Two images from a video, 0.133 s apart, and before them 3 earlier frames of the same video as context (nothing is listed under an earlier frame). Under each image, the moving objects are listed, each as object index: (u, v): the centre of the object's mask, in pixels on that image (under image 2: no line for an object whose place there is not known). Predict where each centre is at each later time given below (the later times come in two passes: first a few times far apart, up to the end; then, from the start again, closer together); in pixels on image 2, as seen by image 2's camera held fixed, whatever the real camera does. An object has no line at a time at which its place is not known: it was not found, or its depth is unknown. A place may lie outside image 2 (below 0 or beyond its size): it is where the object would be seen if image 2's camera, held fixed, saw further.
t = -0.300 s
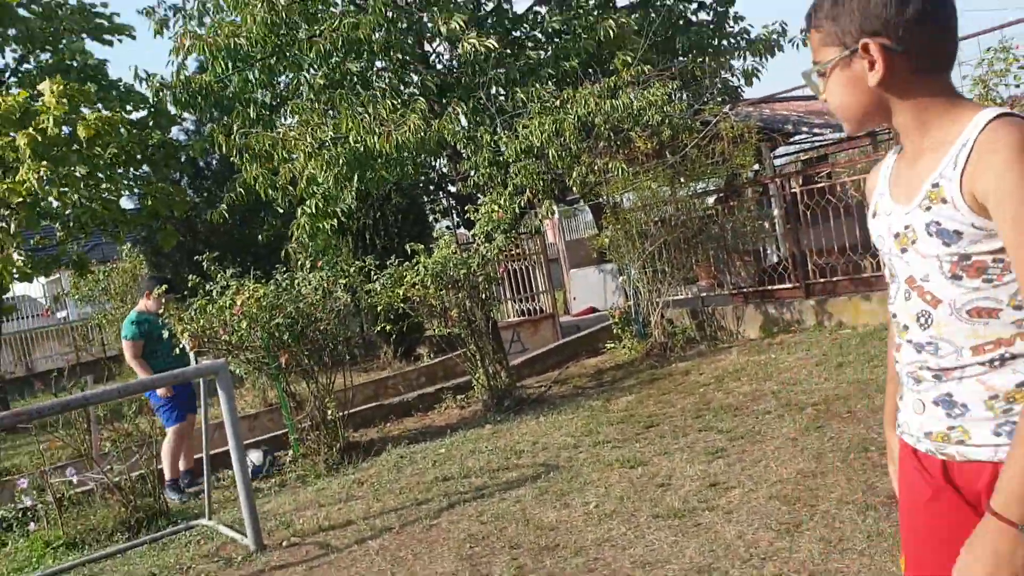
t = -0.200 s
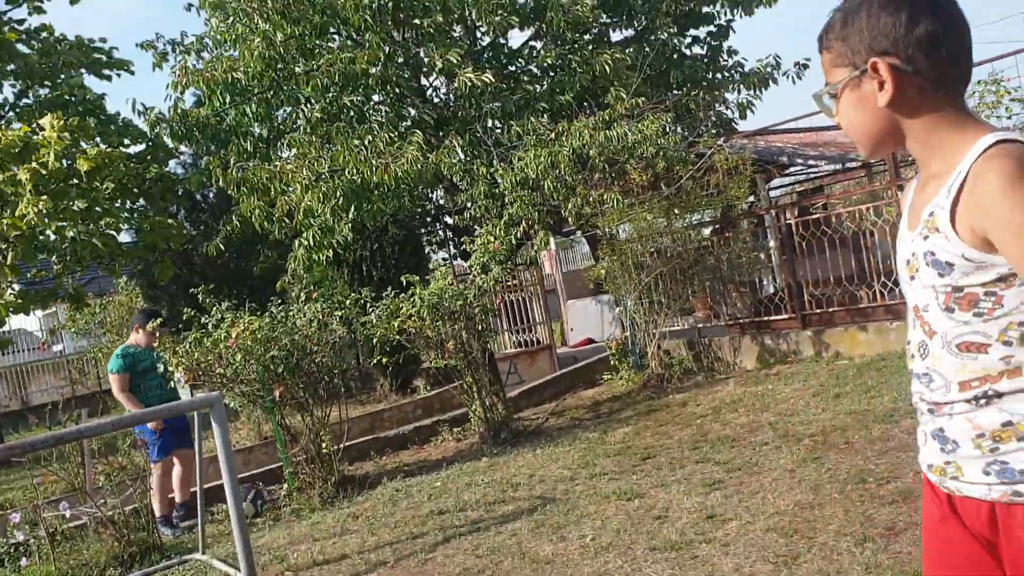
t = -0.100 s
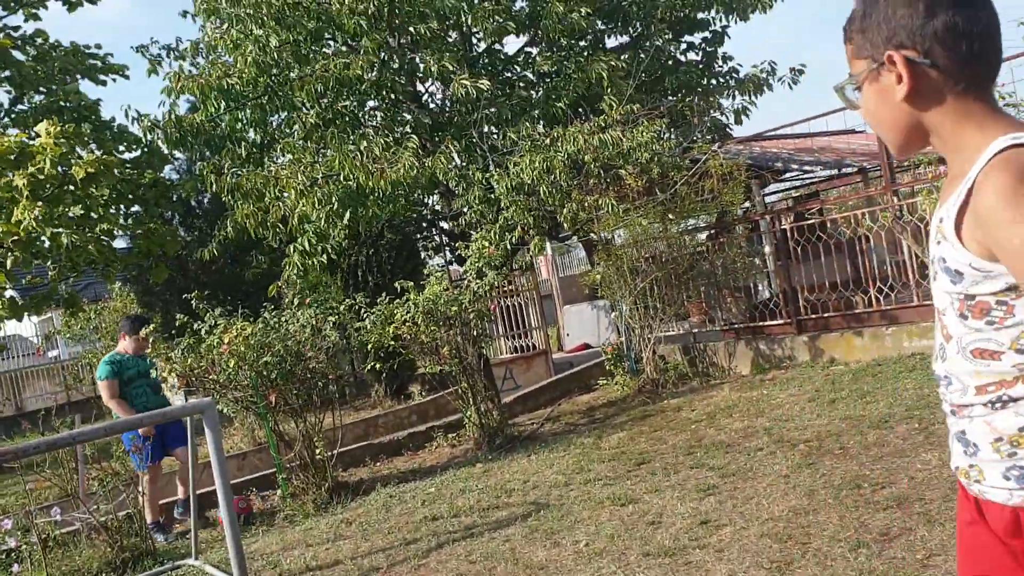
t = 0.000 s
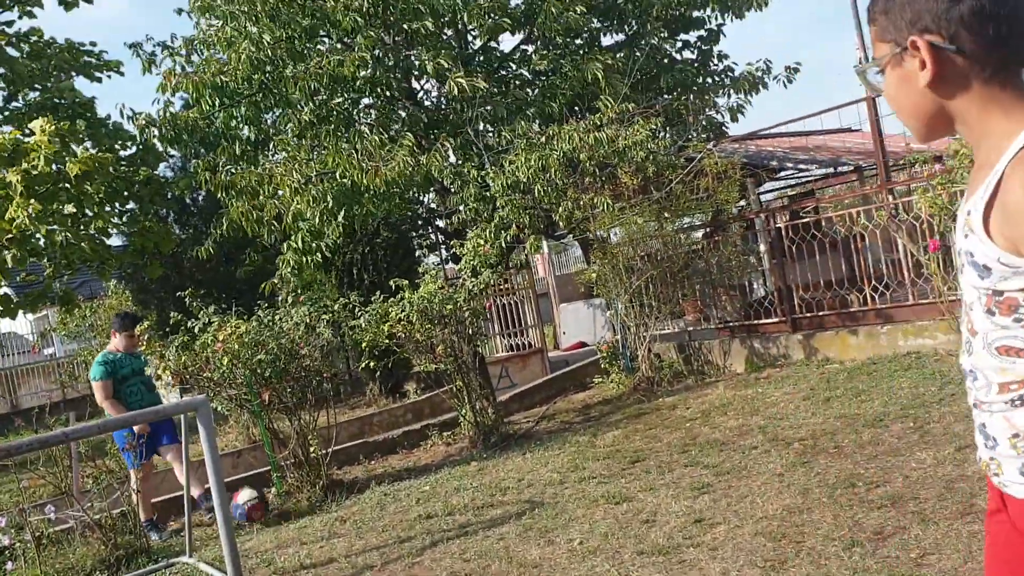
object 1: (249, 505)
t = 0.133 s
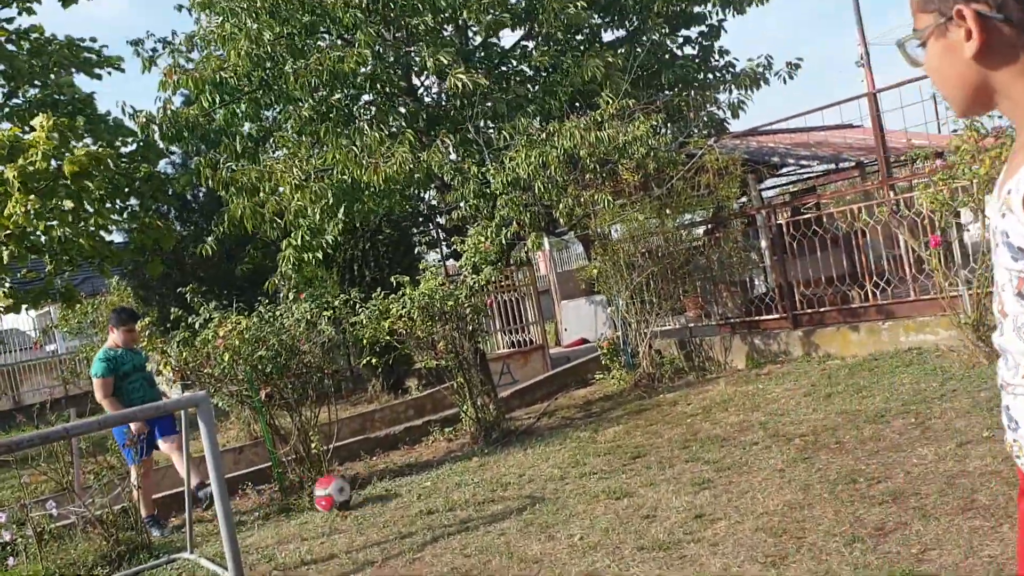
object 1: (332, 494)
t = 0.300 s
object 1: (427, 478)
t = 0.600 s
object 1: (625, 493)
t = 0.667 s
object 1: (673, 497)
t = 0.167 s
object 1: (350, 489)
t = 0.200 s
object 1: (365, 483)
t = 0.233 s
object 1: (386, 479)
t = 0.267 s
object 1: (406, 478)
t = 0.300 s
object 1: (427, 478)
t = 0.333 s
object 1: (450, 481)
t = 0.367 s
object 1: (473, 488)
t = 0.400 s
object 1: (497, 497)
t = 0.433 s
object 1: (517, 497)
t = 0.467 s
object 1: (536, 492)
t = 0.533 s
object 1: (578, 486)
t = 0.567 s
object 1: (601, 488)
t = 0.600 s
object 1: (625, 493)
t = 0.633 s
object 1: (650, 498)
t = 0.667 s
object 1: (673, 497)
